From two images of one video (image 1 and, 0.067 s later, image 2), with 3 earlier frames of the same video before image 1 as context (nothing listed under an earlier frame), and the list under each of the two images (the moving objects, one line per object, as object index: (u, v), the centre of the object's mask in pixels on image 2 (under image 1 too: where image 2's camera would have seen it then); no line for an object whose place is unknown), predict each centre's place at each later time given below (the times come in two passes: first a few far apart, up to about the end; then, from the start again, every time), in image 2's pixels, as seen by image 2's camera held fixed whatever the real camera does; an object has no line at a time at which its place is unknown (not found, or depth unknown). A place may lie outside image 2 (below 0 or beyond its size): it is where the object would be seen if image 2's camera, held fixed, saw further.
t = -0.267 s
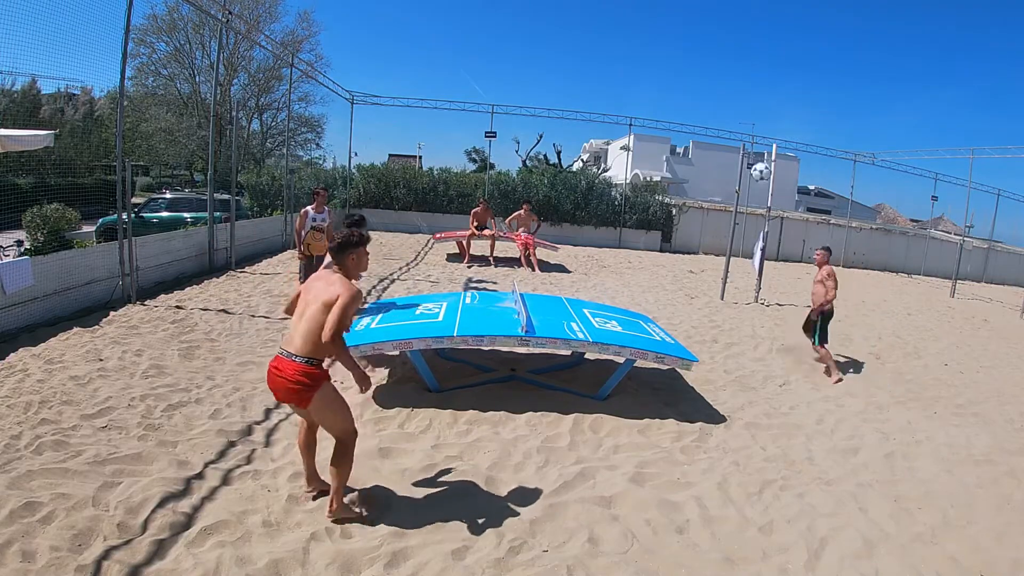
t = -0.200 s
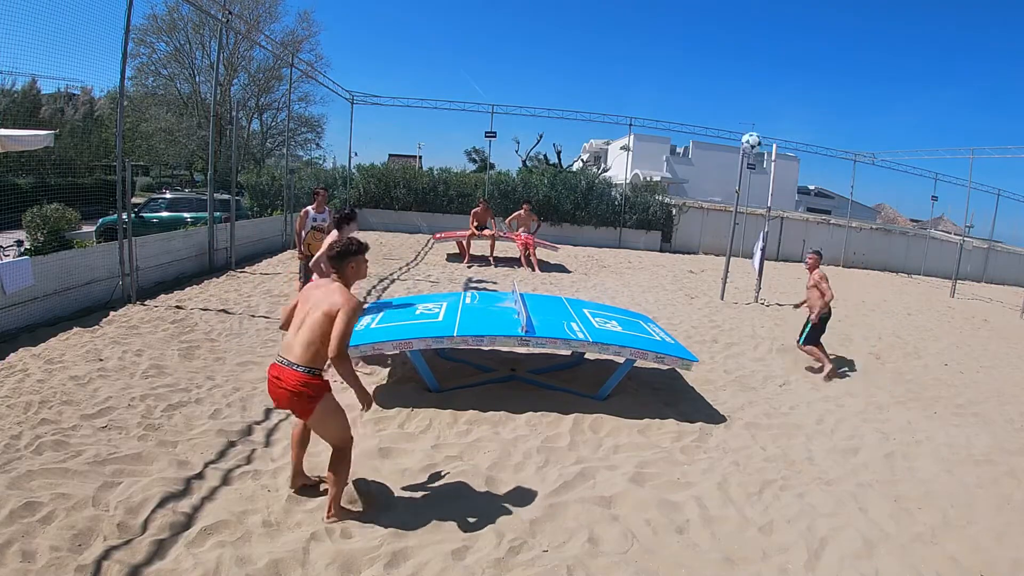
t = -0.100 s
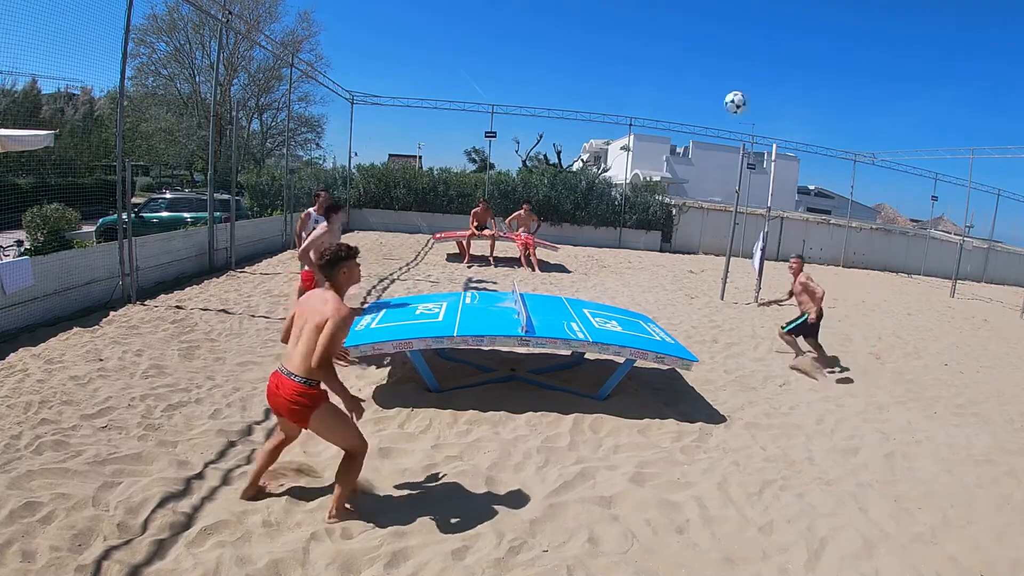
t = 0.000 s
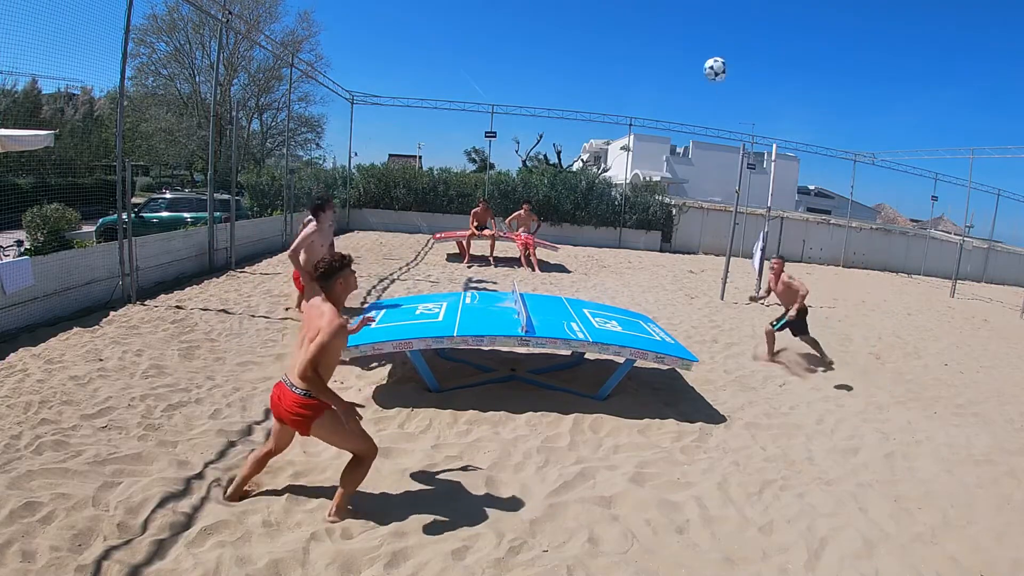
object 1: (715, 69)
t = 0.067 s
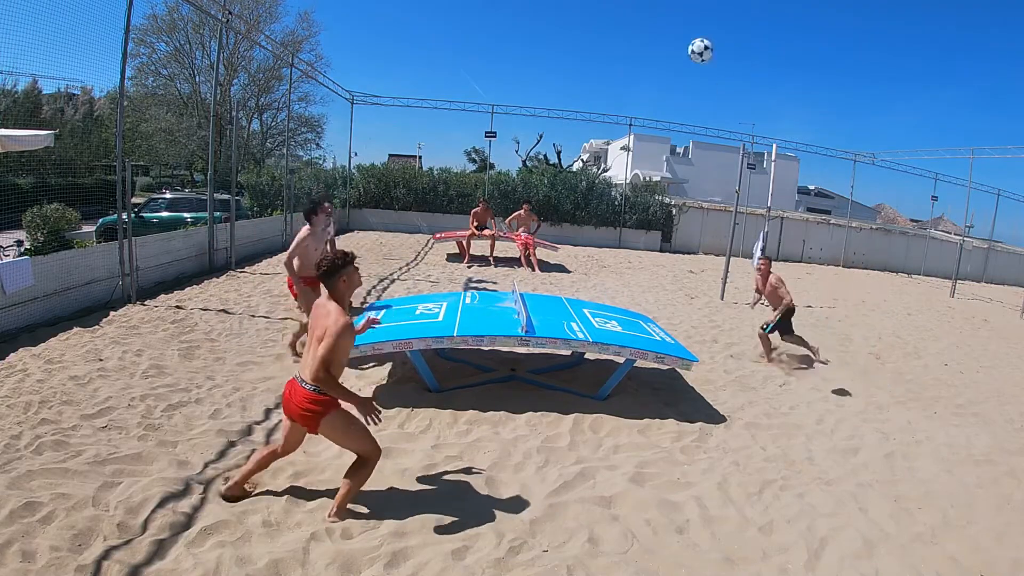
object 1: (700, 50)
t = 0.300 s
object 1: (637, 18)
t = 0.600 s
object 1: (517, 78)
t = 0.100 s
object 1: (692, 42)
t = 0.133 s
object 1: (684, 36)
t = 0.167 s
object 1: (676, 29)
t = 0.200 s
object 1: (666, 25)
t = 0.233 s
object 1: (656, 21)
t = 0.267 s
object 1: (647, 19)
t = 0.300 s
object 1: (637, 18)
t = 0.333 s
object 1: (625, 18)
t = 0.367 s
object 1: (615, 19)
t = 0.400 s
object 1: (603, 22)
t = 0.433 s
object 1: (590, 26)
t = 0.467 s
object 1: (577, 32)
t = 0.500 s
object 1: (564, 40)
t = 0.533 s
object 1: (549, 51)
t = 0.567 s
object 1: (533, 63)
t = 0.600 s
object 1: (517, 78)
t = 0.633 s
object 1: (500, 95)
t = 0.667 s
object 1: (483, 115)
